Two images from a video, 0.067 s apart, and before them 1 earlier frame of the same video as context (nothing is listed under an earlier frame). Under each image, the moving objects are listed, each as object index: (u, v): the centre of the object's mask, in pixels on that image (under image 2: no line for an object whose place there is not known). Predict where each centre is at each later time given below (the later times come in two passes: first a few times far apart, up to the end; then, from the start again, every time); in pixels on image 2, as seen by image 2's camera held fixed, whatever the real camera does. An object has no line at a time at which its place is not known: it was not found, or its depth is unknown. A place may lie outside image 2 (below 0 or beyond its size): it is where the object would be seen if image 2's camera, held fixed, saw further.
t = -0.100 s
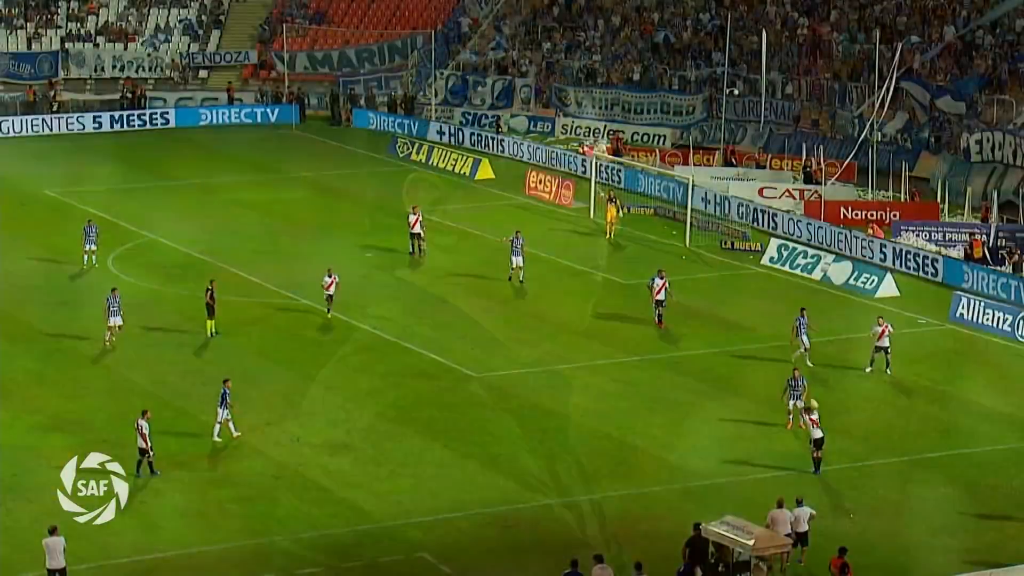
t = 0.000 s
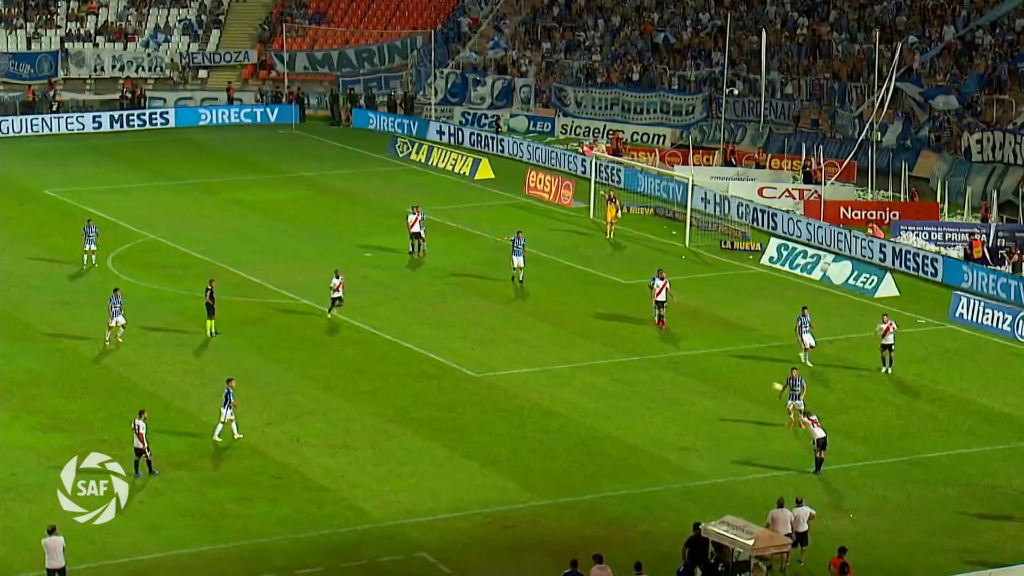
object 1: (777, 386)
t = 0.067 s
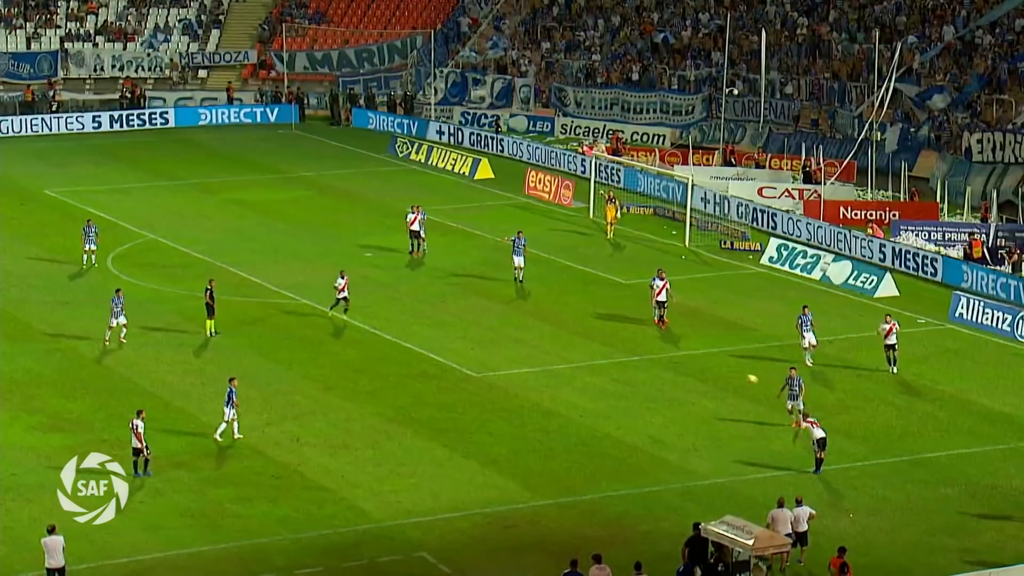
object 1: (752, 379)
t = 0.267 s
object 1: (682, 368)
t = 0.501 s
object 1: (608, 377)
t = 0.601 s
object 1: (579, 387)
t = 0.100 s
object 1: (739, 376)
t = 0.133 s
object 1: (728, 373)
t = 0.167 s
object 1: (716, 371)
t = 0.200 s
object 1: (704, 370)
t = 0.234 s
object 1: (694, 368)
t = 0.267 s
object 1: (682, 368)
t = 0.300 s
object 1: (671, 367)
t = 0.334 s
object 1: (660, 368)
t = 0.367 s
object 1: (650, 369)
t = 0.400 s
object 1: (639, 370)
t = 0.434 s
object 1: (628, 372)
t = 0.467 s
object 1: (618, 374)
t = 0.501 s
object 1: (608, 377)
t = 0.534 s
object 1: (598, 380)
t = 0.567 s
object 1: (588, 383)
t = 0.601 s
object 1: (579, 387)
